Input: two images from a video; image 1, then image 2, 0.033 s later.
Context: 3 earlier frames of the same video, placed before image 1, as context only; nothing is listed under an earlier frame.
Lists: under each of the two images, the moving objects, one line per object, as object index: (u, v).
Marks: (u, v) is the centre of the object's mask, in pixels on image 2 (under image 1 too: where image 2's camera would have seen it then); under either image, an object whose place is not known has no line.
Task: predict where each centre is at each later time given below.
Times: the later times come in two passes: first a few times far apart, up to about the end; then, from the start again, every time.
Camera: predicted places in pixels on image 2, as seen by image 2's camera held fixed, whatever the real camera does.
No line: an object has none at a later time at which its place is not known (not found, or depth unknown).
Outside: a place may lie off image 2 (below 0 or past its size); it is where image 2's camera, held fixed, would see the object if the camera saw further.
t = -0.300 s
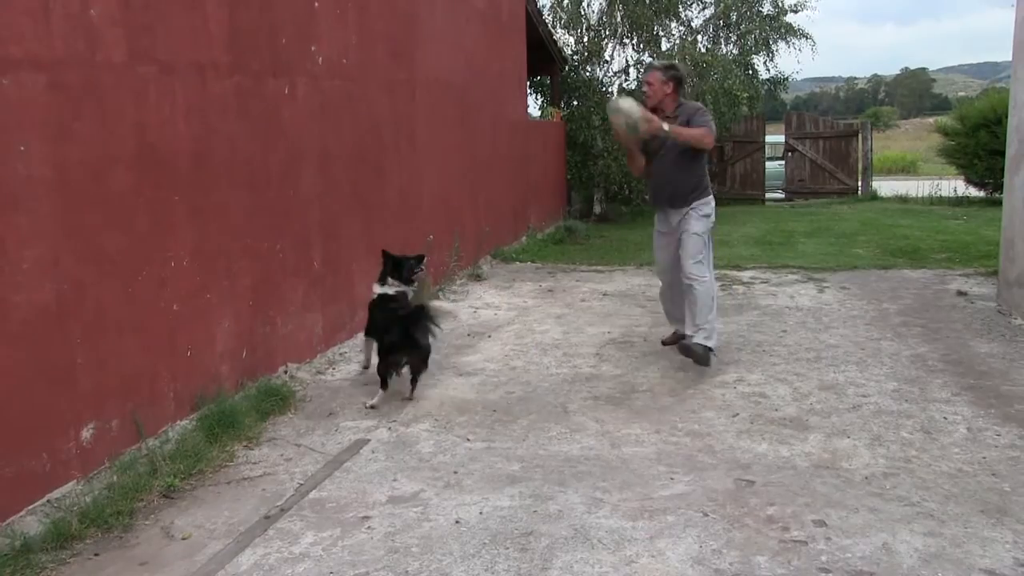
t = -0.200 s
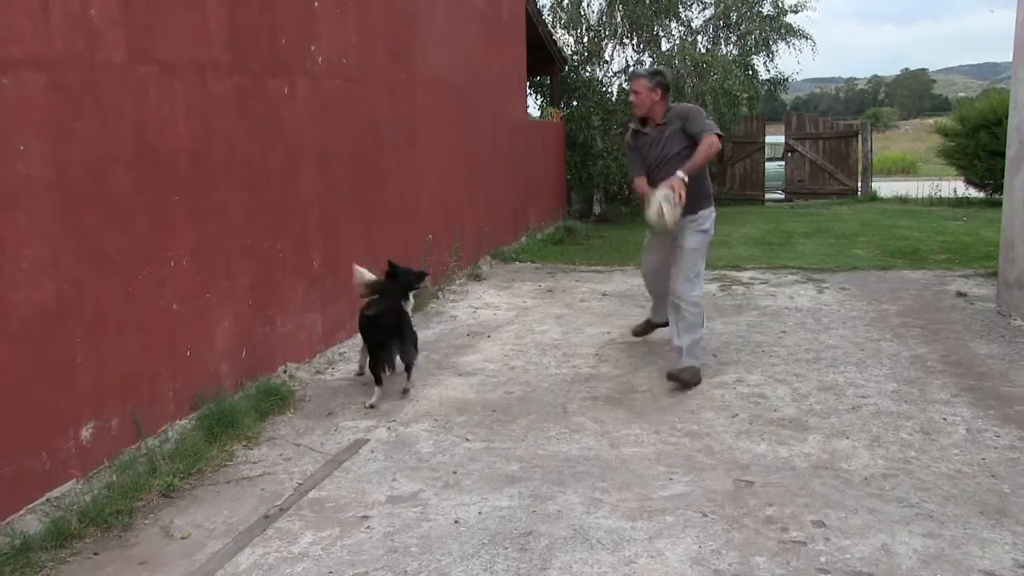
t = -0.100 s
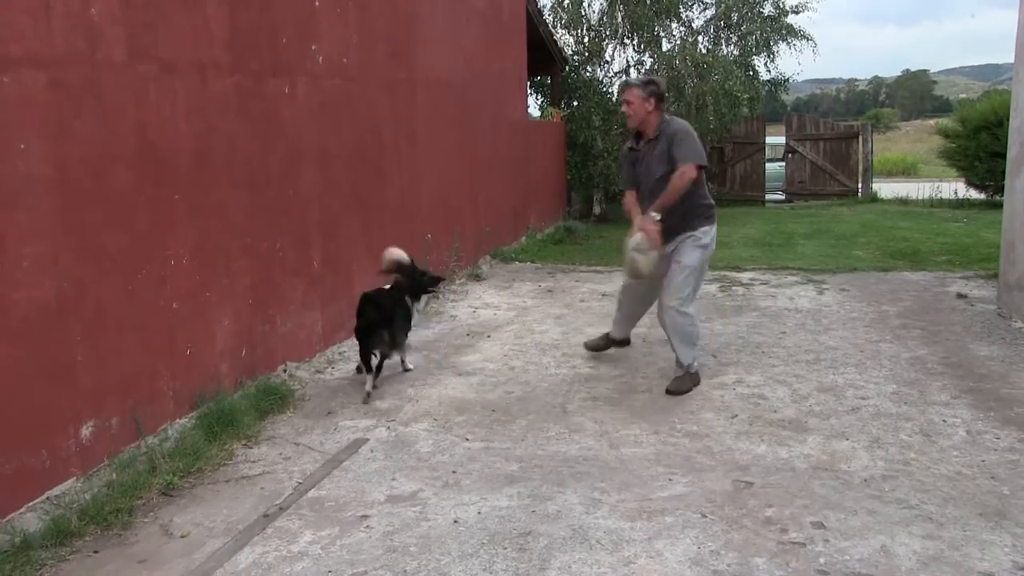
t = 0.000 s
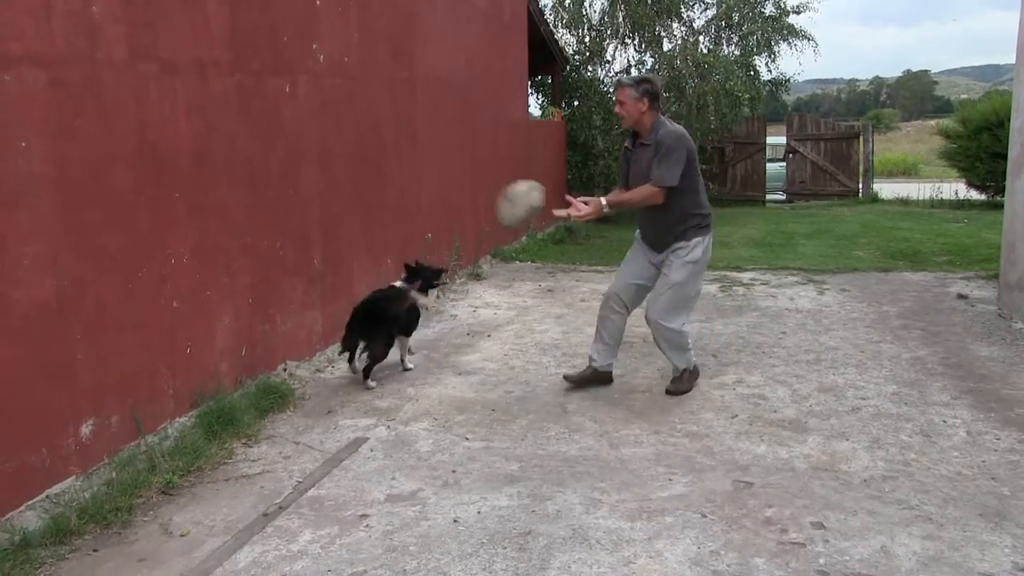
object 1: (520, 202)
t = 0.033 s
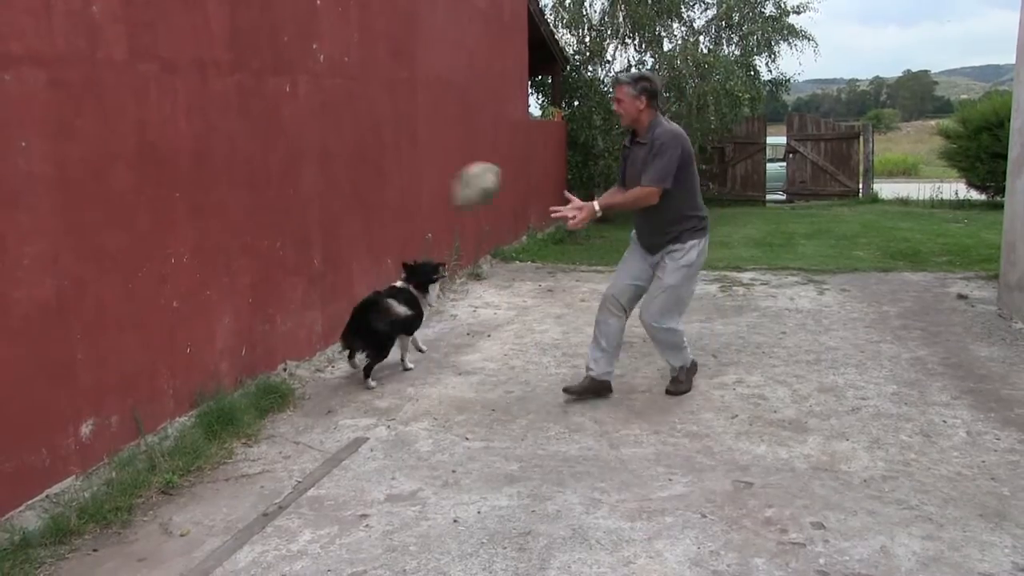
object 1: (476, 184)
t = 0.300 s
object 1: (242, 110)
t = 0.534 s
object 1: (304, 127)
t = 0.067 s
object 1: (432, 169)
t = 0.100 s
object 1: (387, 157)
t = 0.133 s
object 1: (343, 145)
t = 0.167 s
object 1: (300, 138)
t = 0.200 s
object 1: (256, 132)
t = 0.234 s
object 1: (229, 127)
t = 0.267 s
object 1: (236, 117)
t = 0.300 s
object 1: (242, 110)
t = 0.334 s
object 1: (248, 105)
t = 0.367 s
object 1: (257, 102)
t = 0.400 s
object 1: (267, 102)
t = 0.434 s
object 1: (274, 103)
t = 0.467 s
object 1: (283, 108)
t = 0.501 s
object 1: (294, 115)
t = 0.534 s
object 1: (304, 127)
